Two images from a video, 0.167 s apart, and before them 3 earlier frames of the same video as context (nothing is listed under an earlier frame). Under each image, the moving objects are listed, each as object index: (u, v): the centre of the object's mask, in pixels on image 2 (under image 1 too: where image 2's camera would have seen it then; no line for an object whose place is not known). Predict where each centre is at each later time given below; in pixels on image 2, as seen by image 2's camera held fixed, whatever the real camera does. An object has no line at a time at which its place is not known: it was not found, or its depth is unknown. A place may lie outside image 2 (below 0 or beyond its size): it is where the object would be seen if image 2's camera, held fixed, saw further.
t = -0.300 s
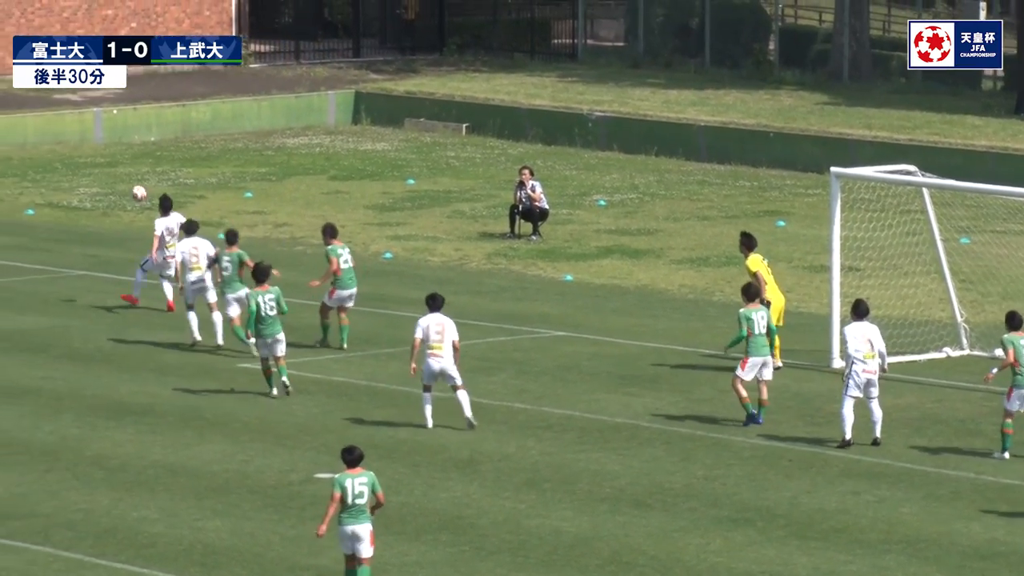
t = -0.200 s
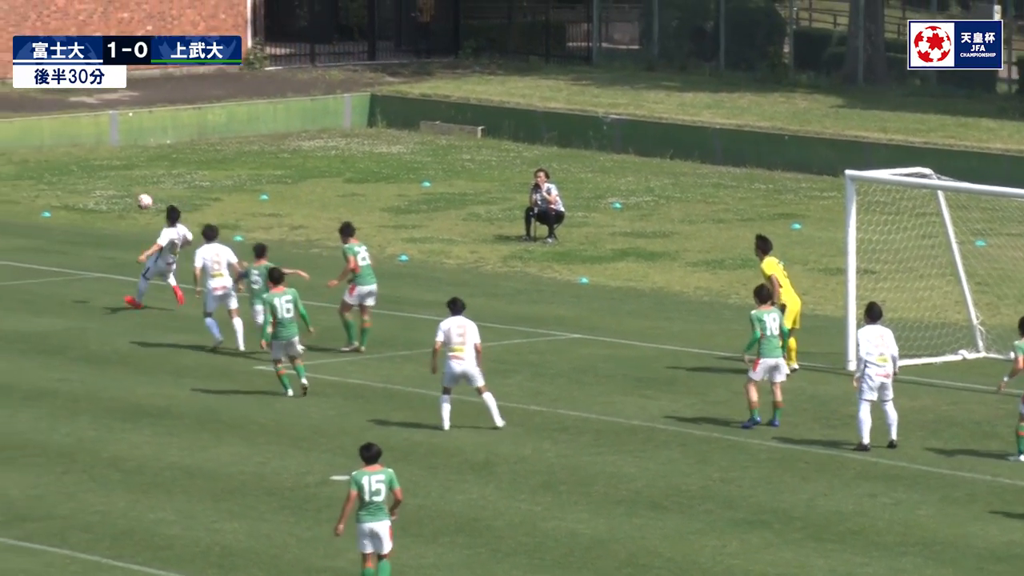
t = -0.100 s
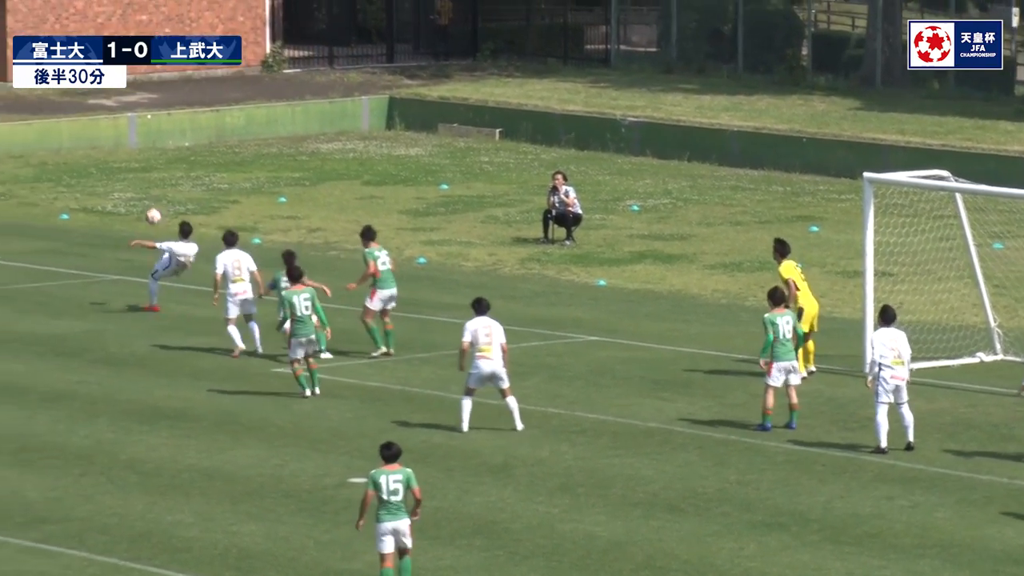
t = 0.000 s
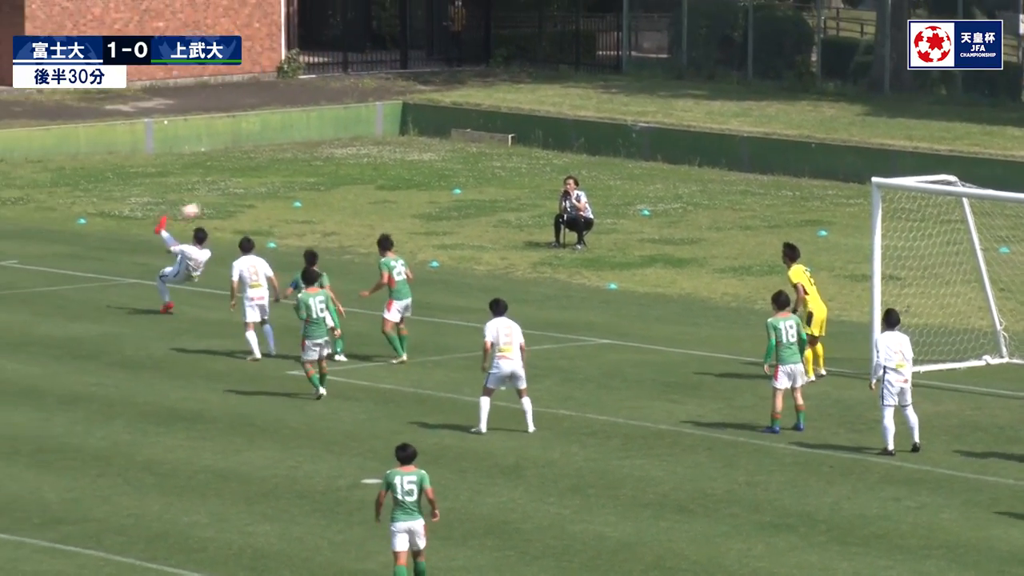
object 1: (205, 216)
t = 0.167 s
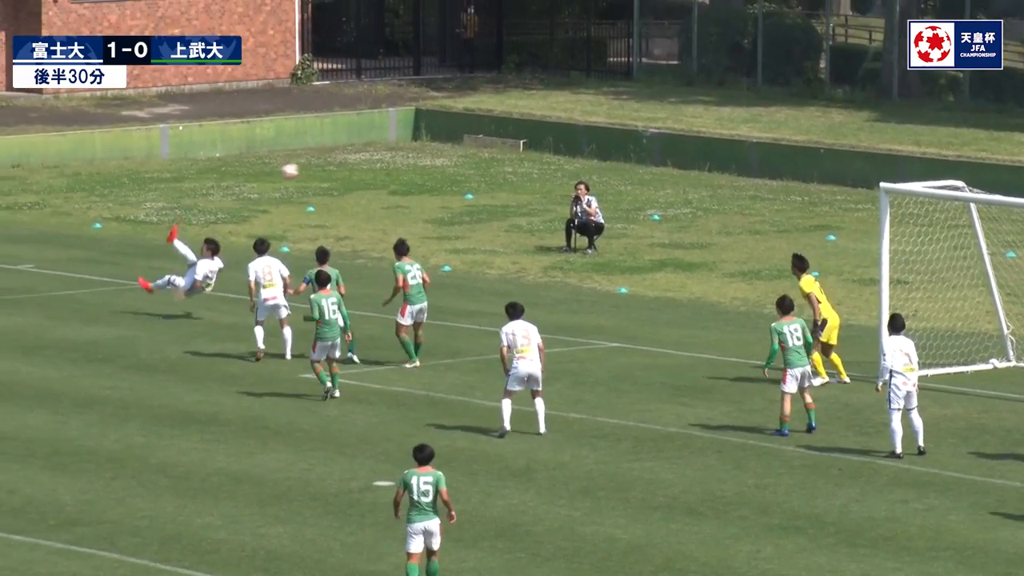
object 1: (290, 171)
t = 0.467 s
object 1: (451, 149)
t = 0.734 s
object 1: (602, 194)
